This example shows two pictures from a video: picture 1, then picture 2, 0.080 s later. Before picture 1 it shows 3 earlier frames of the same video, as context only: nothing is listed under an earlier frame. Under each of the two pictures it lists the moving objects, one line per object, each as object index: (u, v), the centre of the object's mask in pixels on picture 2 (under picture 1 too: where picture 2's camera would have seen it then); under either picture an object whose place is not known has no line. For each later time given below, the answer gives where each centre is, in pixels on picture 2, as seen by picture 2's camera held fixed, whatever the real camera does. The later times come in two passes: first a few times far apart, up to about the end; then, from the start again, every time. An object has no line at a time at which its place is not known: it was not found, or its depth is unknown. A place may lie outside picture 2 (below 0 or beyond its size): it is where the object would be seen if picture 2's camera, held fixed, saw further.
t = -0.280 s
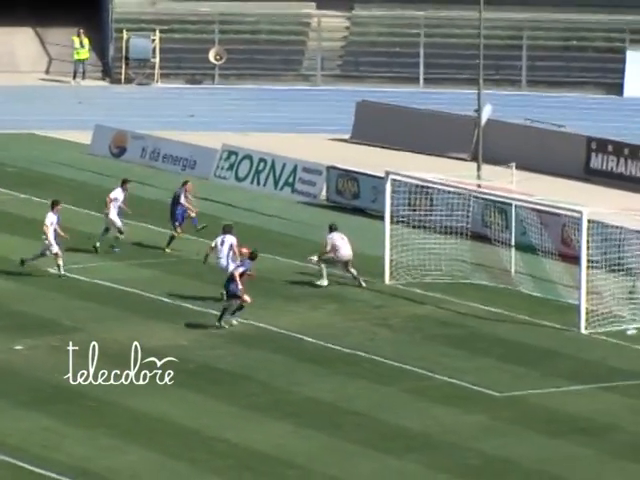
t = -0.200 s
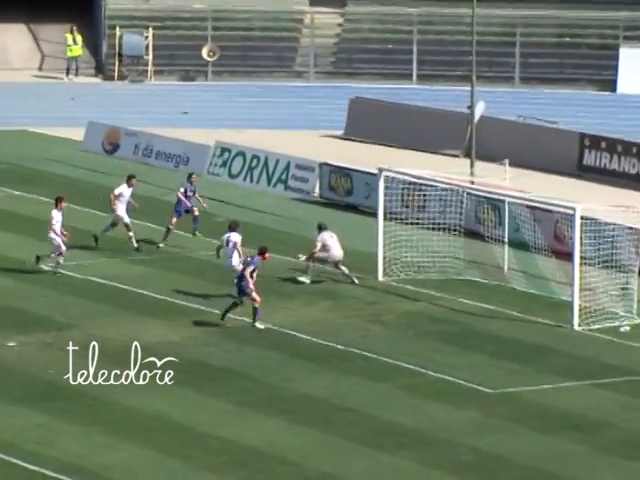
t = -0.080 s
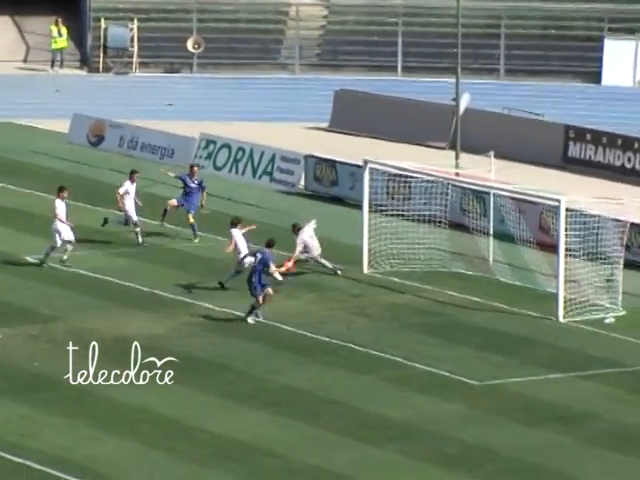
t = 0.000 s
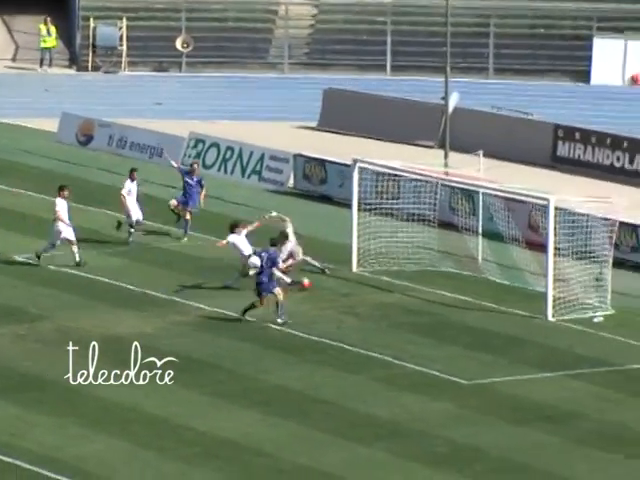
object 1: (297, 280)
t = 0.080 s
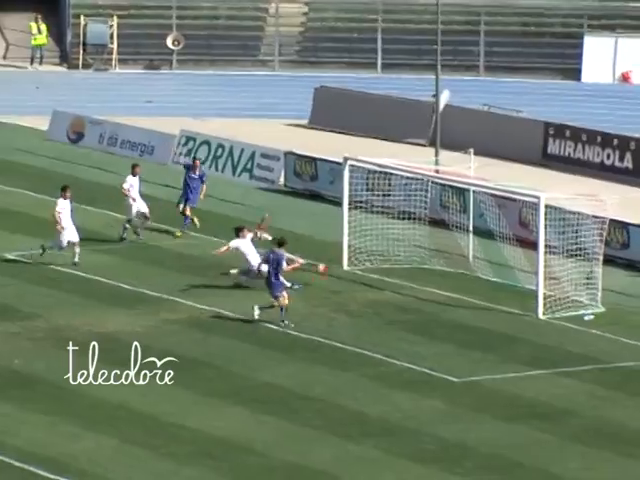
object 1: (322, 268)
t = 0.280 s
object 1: (376, 239)
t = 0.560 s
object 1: (449, 230)
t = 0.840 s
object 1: (492, 240)
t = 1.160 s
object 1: (465, 251)
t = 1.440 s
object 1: (453, 261)
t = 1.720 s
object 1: (457, 267)
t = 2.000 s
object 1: (459, 268)
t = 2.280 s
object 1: (460, 268)
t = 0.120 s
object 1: (334, 262)
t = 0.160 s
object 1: (343, 254)
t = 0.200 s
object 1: (354, 248)
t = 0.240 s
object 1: (365, 242)
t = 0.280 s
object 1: (376, 239)
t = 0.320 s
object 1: (387, 235)
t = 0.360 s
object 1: (397, 232)
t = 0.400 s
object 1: (408, 230)
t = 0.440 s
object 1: (418, 229)
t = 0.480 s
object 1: (428, 228)
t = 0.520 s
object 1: (439, 228)
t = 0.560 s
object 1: (449, 230)
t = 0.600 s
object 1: (461, 230)
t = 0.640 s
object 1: (469, 234)
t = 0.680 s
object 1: (478, 236)
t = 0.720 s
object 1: (484, 238)
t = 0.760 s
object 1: (489, 239)
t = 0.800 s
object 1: (491, 240)
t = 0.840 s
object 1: (492, 240)
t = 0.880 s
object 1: (490, 239)
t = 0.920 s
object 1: (488, 239)
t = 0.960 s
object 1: (485, 240)
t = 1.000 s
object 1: (481, 242)
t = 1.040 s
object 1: (477, 243)
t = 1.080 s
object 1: (472, 246)
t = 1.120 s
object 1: (469, 248)
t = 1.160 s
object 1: (465, 251)
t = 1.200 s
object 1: (461, 255)
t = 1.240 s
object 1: (456, 260)
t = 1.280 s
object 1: (453, 264)
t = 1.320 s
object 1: (450, 268)
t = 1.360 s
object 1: (451, 267)
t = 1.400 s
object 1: (451, 264)
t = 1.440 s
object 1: (453, 261)
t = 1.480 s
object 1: (453, 261)
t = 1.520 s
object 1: (454, 260)
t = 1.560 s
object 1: (455, 259)
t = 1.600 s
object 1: (456, 260)
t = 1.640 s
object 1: (456, 263)
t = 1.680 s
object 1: (456, 264)
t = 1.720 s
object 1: (457, 267)
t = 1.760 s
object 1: (458, 269)
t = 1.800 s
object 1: (458, 268)
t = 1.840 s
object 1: (458, 268)
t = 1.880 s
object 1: (458, 268)
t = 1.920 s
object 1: (458, 268)
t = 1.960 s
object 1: (459, 268)
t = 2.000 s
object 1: (459, 268)
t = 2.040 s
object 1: (459, 268)
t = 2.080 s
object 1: (459, 268)
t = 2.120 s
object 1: (459, 268)
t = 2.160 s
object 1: (459, 268)
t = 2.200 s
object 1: (460, 268)
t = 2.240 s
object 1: (460, 268)
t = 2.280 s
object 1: (460, 268)
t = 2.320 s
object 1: (460, 268)
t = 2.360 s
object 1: (461, 268)
